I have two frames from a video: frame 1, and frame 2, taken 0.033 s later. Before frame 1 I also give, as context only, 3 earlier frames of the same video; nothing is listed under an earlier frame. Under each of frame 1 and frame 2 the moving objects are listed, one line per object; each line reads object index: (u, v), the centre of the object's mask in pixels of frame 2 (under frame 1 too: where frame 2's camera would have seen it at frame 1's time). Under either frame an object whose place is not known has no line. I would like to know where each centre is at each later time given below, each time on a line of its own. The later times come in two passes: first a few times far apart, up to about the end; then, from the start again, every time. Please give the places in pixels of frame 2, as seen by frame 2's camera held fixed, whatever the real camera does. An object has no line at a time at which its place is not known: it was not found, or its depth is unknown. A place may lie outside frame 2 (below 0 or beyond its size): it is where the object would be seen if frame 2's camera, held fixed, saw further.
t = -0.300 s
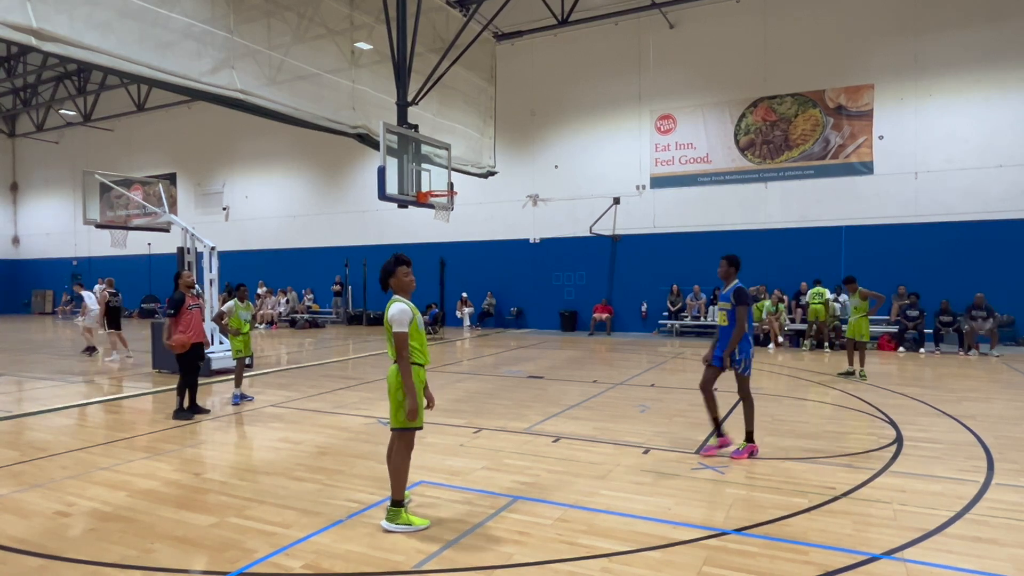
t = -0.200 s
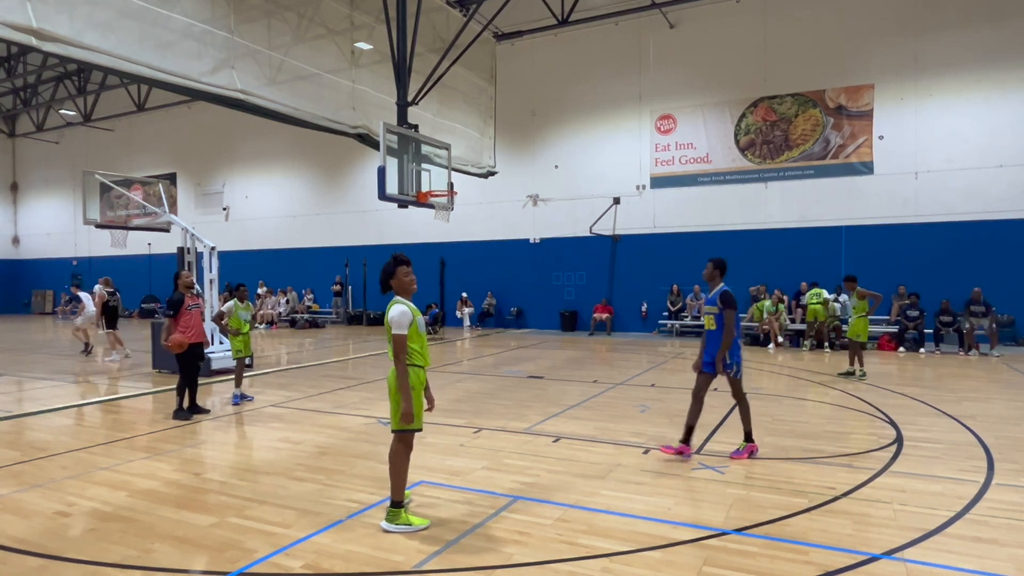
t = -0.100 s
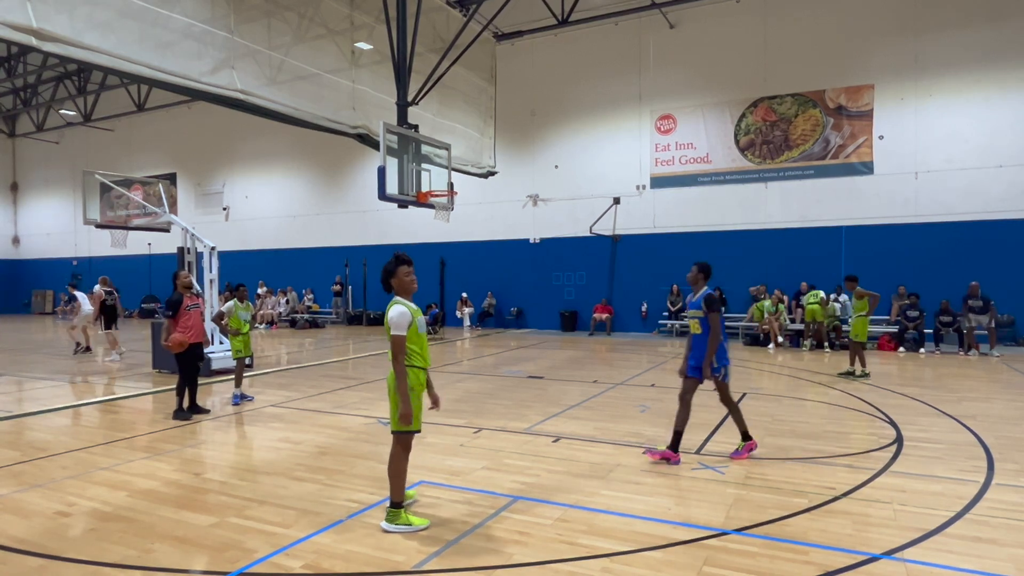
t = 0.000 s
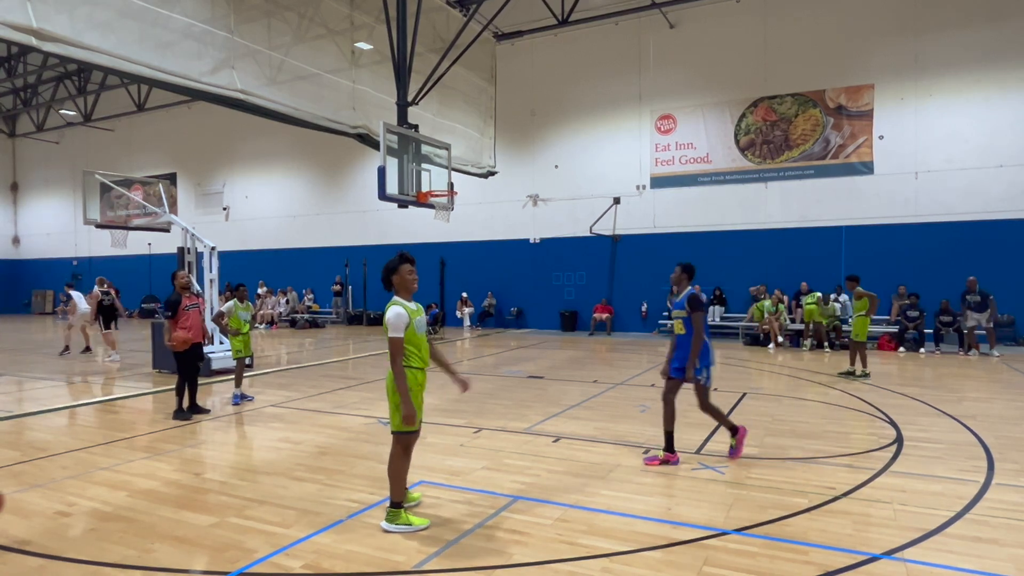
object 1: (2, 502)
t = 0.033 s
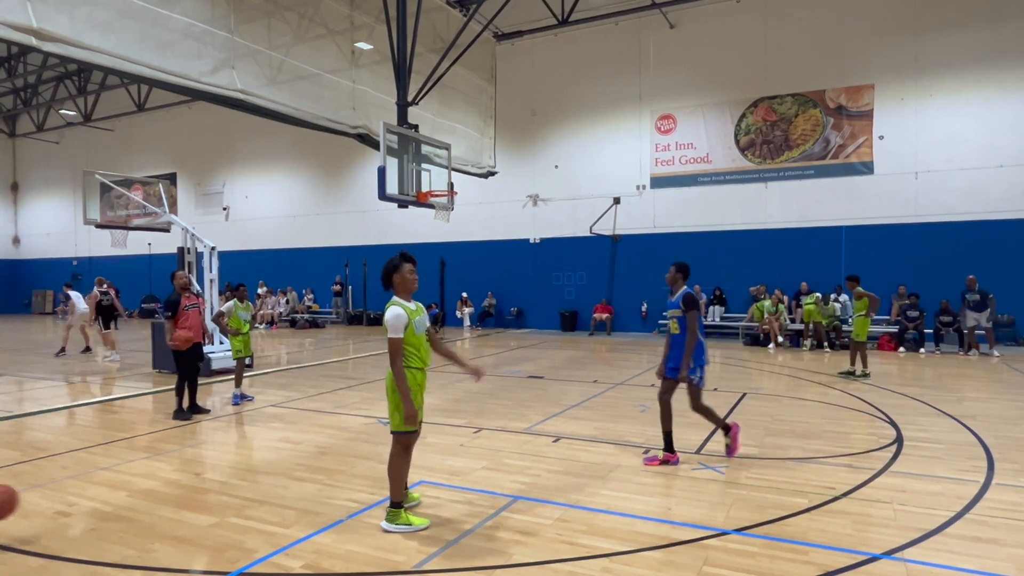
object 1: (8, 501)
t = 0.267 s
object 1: (89, 479)
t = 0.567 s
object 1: (175, 455)
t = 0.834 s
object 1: (230, 438)
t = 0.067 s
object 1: (15, 502)
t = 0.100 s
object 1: (26, 504)
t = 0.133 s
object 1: (40, 508)
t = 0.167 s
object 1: (54, 508)
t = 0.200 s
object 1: (66, 496)
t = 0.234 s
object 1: (78, 486)
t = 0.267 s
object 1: (89, 479)
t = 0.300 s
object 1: (100, 473)
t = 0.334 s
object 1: (111, 468)
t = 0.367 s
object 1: (121, 466)
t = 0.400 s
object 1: (131, 464)
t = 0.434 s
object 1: (141, 464)
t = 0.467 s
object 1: (150, 465)
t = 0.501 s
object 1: (158, 468)
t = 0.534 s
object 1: (167, 461)
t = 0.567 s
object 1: (175, 455)
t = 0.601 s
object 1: (183, 450)
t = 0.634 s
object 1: (190, 446)
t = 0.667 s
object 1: (197, 443)
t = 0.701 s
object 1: (204, 442)
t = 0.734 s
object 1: (211, 442)
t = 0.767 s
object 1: (217, 443)
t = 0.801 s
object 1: (223, 444)
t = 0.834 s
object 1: (230, 438)
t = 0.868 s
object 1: (236, 434)
